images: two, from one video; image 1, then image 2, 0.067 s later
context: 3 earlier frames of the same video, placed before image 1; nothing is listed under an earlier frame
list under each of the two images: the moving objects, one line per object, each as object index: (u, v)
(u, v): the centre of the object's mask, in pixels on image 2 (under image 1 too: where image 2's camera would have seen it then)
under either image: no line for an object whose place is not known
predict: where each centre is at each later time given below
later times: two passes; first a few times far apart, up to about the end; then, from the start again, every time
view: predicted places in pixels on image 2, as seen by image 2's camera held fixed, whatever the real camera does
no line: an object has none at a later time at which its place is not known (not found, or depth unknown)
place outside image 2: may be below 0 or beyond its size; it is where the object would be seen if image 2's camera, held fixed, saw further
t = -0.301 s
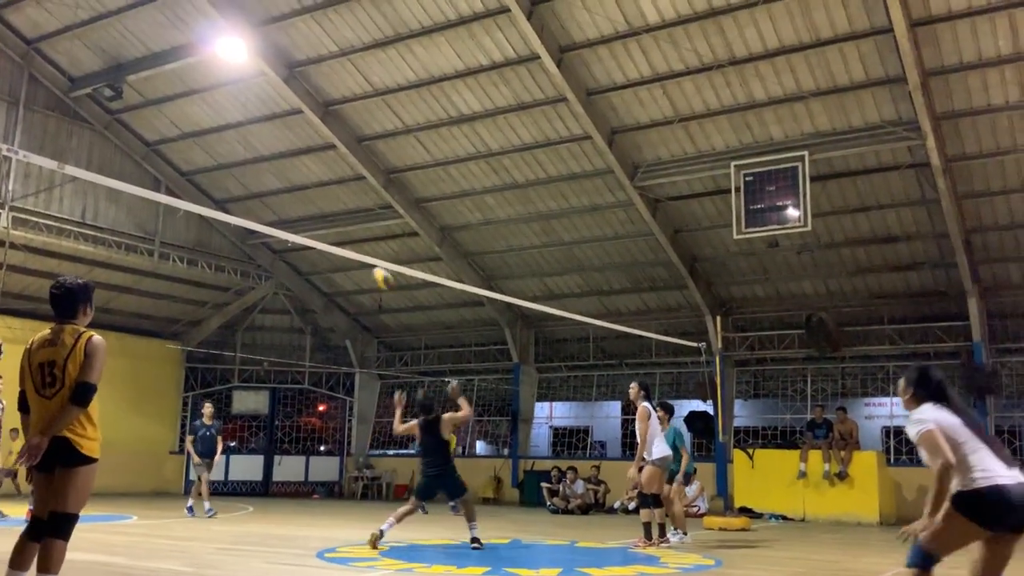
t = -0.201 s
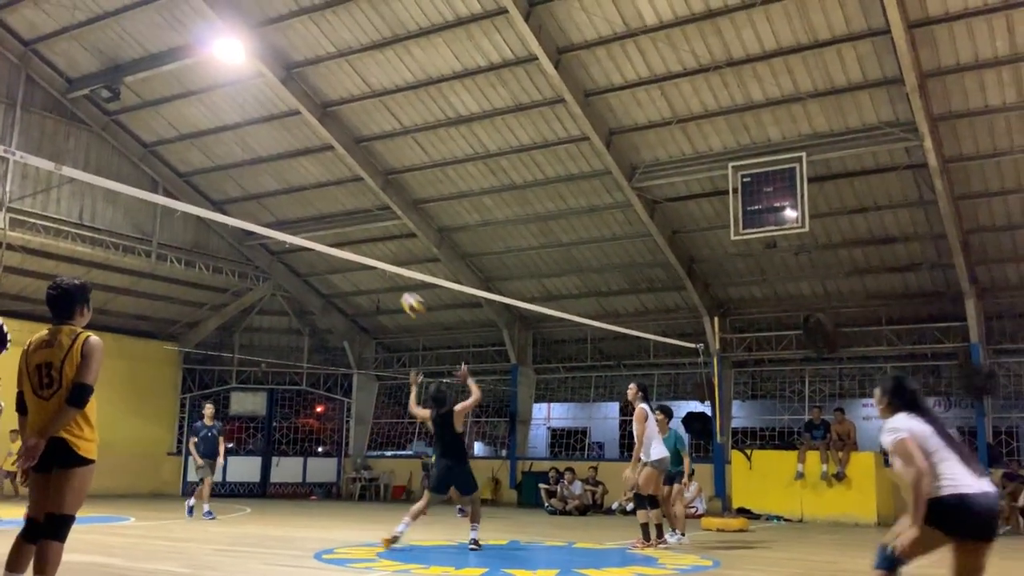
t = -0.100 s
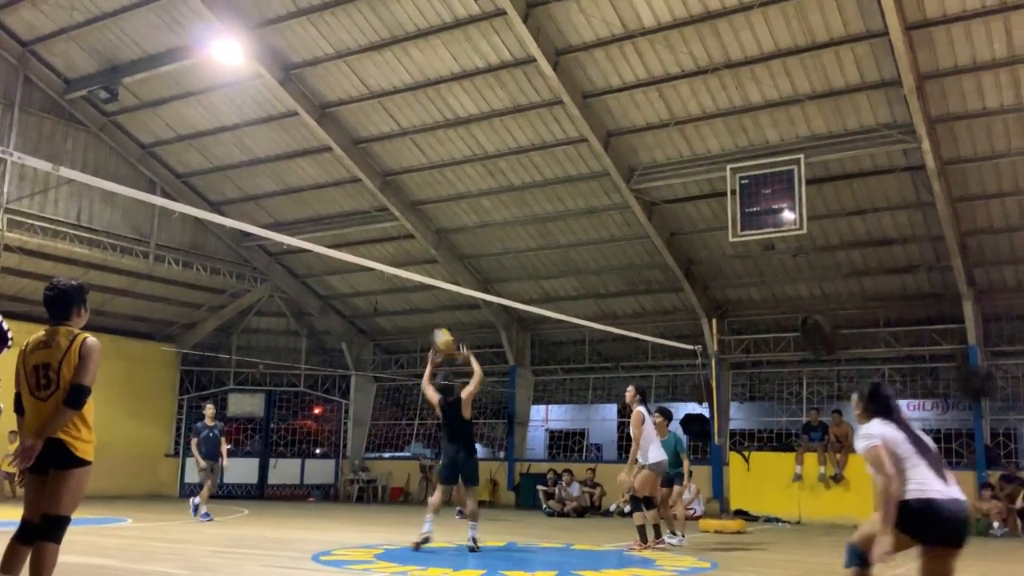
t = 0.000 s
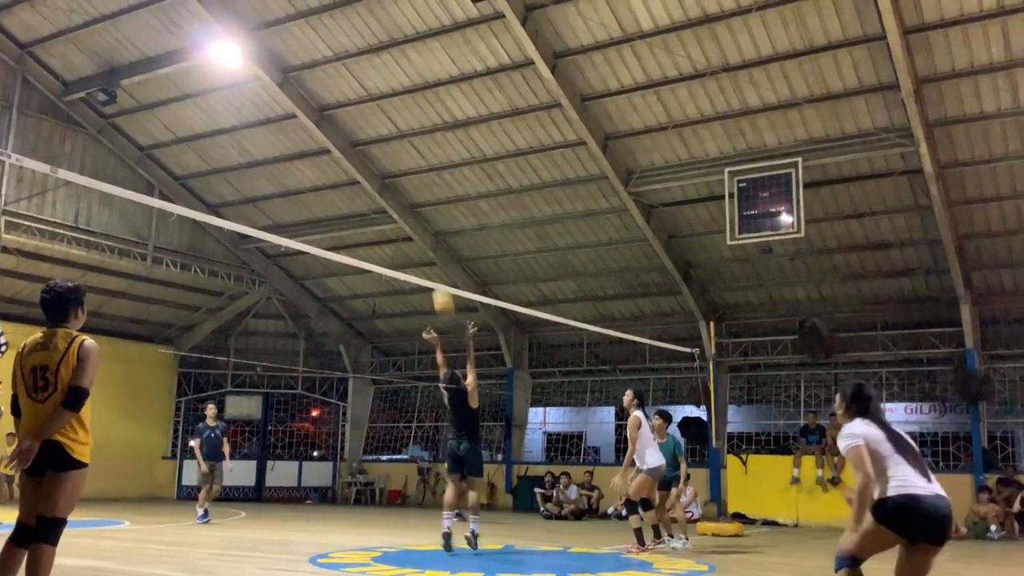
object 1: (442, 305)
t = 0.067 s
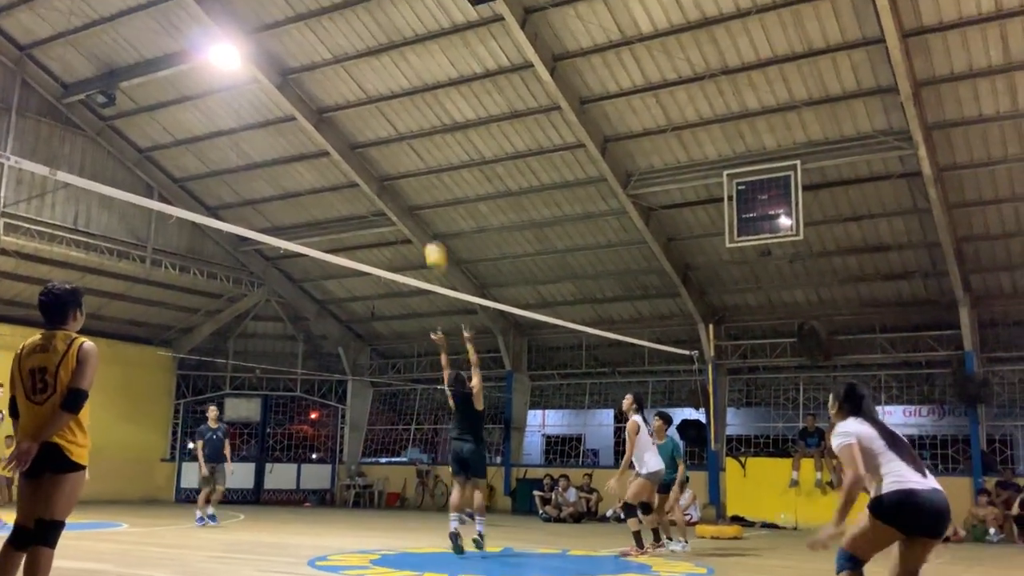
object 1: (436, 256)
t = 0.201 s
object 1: (420, 173)
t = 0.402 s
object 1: (396, 83)
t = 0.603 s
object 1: (368, 26)
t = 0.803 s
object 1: (336, 7)
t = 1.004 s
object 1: (298, 29)
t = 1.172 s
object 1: (262, 84)
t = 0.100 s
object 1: (433, 235)
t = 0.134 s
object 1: (429, 213)
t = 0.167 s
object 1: (424, 194)
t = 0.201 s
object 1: (420, 173)
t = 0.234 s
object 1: (416, 157)
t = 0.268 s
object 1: (412, 141)
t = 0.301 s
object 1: (408, 125)
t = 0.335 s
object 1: (404, 111)
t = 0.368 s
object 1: (400, 97)
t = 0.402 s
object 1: (396, 83)
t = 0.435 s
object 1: (391, 72)
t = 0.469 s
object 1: (387, 61)
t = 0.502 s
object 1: (382, 51)
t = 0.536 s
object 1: (377, 42)
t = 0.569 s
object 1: (374, 34)
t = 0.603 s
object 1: (368, 26)
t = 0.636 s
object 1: (363, 20)
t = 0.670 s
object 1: (358, 15)
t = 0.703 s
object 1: (353, 11)
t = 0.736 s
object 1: (347, 8)
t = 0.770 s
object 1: (341, 5)
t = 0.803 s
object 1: (336, 7)
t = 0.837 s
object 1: (331, 7)
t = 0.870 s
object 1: (324, 8)
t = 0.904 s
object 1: (317, 11)
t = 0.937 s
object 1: (312, 15)
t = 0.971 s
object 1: (305, 21)
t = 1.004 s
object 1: (298, 29)
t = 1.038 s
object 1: (291, 37)
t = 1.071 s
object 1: (283, 46)
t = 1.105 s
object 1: (276, 58)
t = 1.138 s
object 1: (270, 70)
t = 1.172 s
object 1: (262, 84)
